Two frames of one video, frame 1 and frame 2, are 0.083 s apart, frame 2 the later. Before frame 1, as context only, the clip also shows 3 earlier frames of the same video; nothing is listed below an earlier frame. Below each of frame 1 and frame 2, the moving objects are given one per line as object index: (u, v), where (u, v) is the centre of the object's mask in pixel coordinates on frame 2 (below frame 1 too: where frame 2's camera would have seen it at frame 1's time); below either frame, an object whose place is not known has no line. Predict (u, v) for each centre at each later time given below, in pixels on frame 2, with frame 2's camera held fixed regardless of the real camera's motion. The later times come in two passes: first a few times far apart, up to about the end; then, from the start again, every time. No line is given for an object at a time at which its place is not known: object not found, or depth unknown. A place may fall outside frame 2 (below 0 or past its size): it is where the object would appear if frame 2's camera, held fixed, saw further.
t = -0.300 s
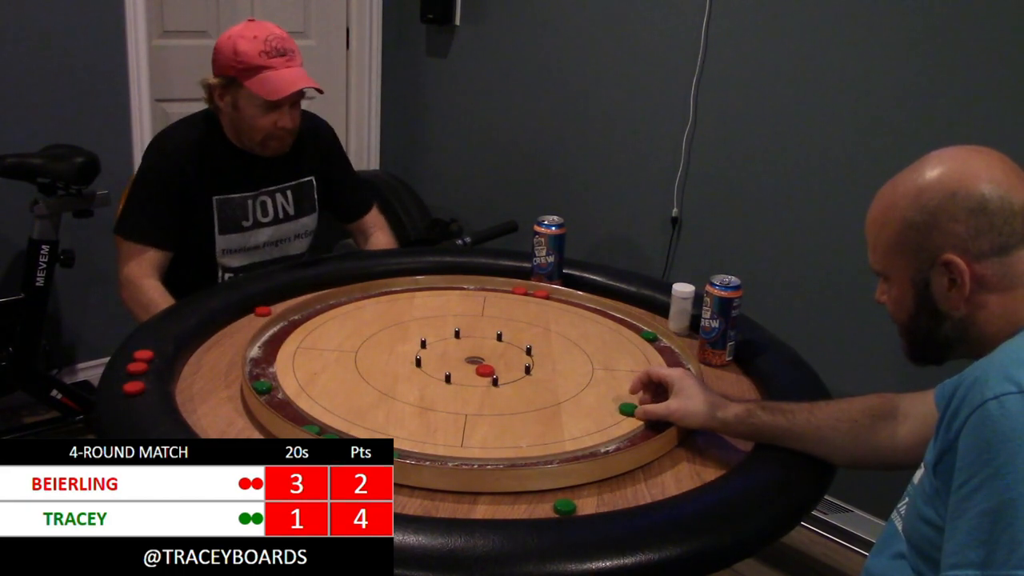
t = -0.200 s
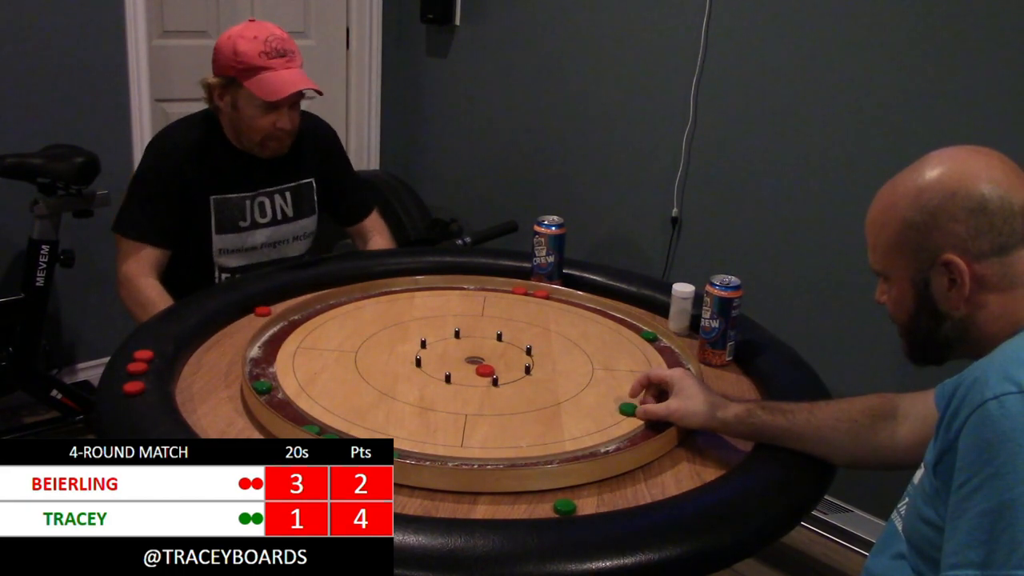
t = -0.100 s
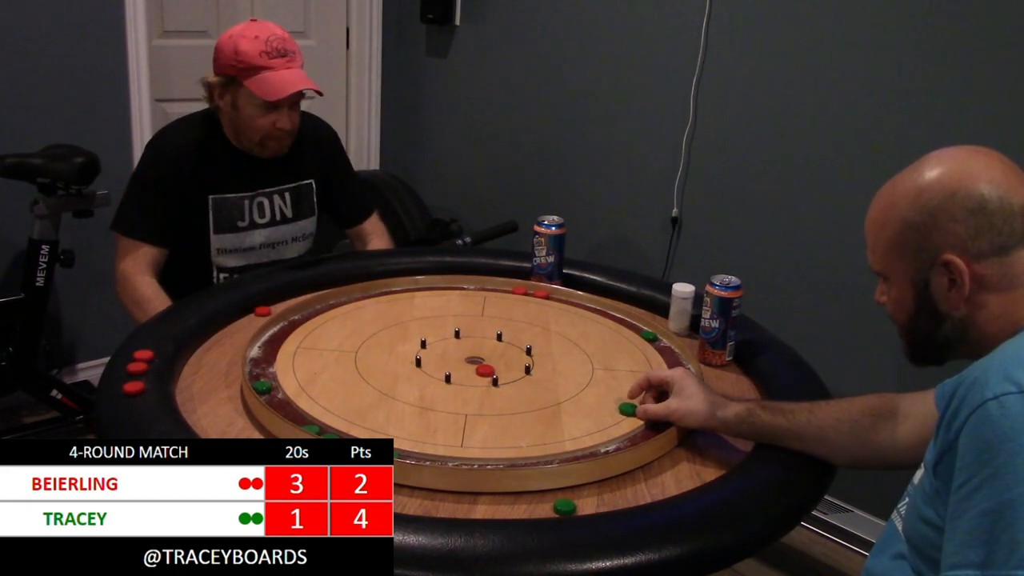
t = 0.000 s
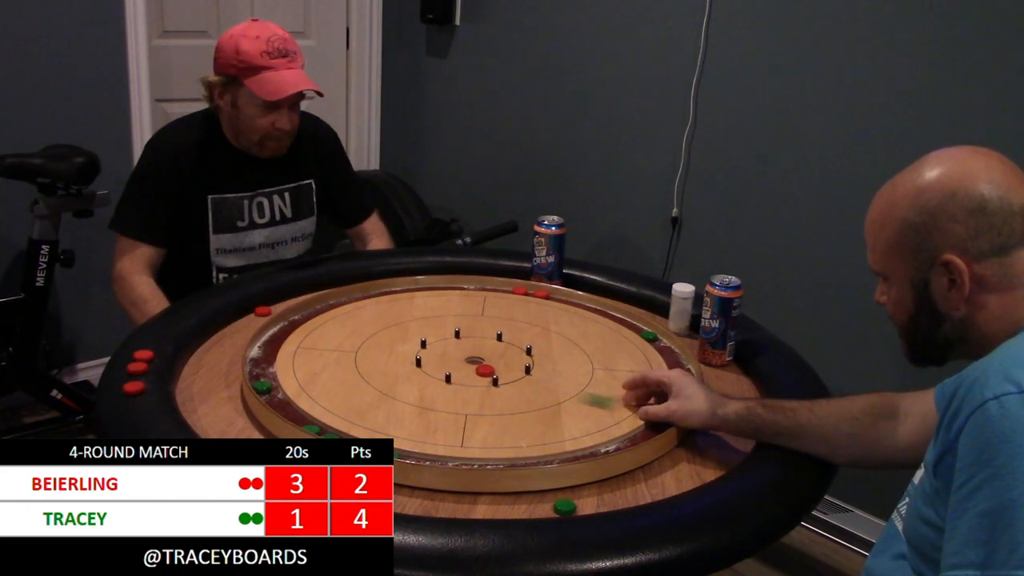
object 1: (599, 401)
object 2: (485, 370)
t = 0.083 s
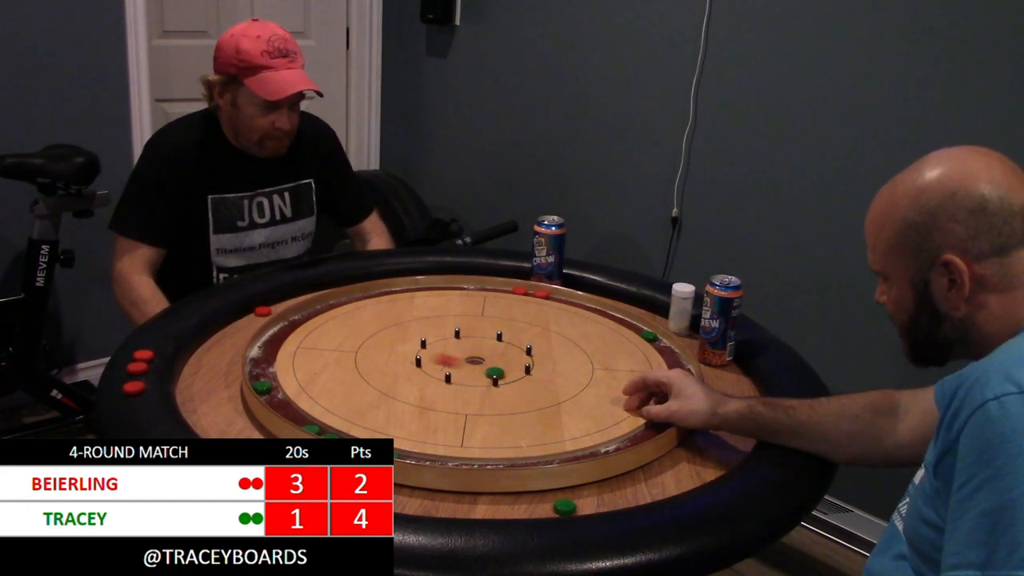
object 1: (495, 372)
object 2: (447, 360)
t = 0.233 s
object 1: (468, 365)
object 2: (293, 321)
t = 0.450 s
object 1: (456, 361)
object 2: (294, 324)
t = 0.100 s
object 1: (491, 372)
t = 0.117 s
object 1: (487, 370)
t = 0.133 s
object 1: (484, 370)
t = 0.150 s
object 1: (481, 369)
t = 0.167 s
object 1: (478, 368)
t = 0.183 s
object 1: (475, 367)
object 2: (323, 327)
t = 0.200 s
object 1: (473, 366)
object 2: (305, 322)
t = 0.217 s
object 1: (470, 365)
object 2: (290, 320)
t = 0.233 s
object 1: (468, 365)
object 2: (293, 321)
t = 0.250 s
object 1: (466, 364)
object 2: (291, 321)
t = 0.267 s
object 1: (464, 363)
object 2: (287, 321)
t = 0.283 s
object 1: (463, 363)
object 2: (287, 321)
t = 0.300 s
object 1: (462, 362)
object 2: (288, 322)
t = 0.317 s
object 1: (461, 362)
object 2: (291, 322)
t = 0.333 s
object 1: (459, 362)
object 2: (291, 323)
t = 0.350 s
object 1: (459, 361)
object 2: (293, 324)
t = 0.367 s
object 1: (458, 361)
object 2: (295, 323)
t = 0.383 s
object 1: (457, 361)
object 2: (294, 323)
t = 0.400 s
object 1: (457, 361)
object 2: (294, 323)
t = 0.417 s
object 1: (456, 361)
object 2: (294, 323)
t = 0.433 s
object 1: (456, 361)
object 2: (294, 324)
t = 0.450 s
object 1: (456, 361)
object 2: (294, 324)
